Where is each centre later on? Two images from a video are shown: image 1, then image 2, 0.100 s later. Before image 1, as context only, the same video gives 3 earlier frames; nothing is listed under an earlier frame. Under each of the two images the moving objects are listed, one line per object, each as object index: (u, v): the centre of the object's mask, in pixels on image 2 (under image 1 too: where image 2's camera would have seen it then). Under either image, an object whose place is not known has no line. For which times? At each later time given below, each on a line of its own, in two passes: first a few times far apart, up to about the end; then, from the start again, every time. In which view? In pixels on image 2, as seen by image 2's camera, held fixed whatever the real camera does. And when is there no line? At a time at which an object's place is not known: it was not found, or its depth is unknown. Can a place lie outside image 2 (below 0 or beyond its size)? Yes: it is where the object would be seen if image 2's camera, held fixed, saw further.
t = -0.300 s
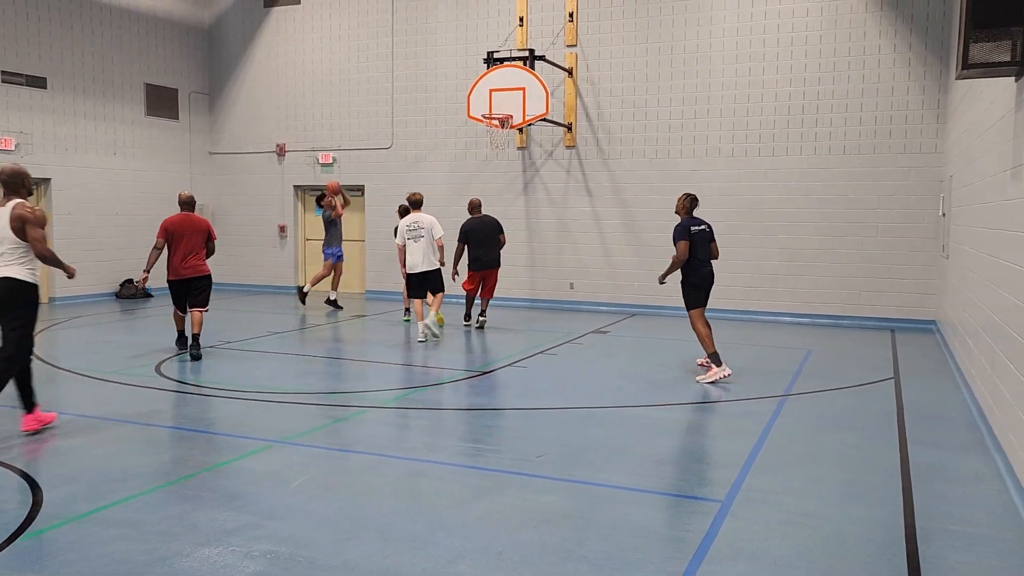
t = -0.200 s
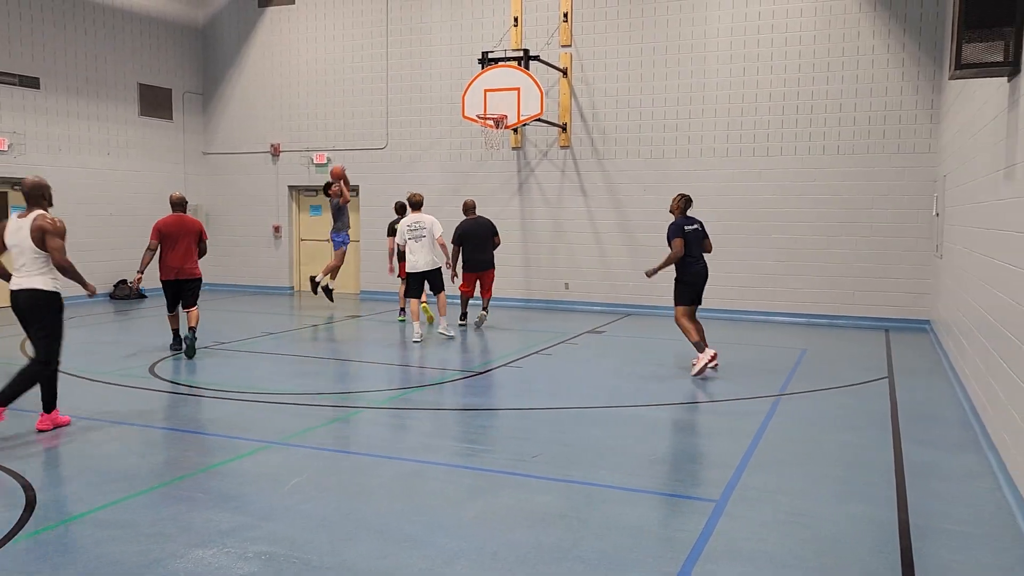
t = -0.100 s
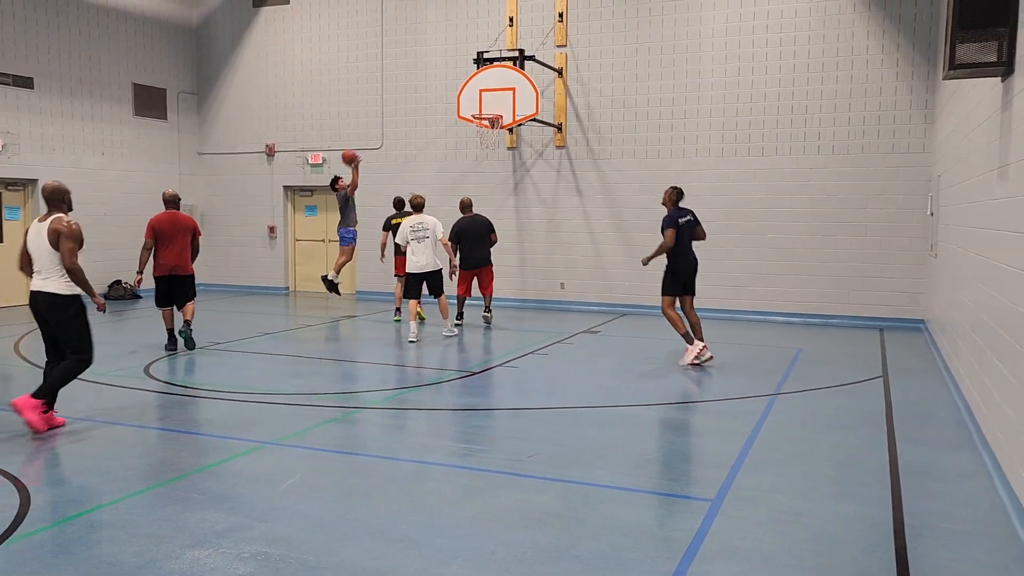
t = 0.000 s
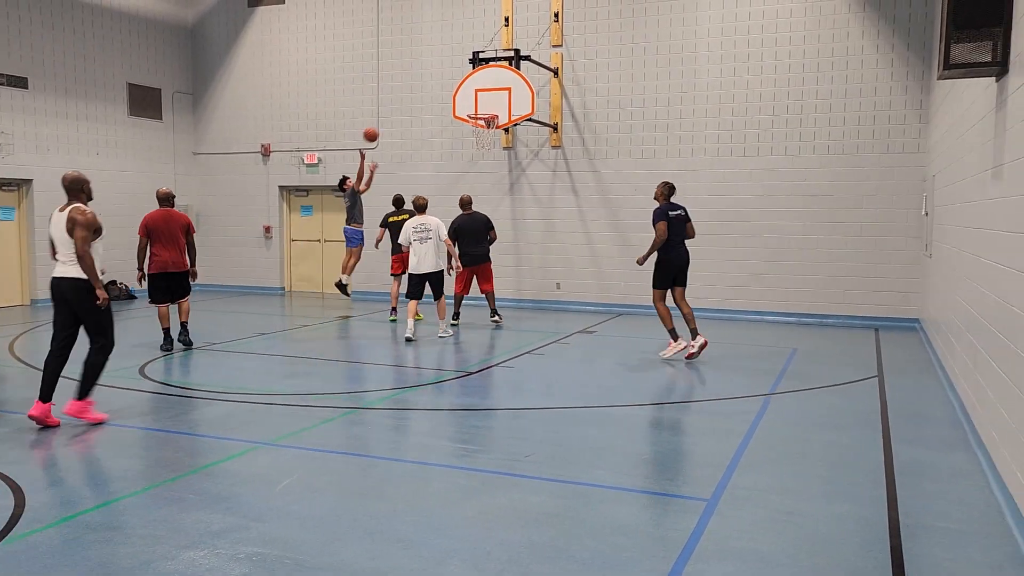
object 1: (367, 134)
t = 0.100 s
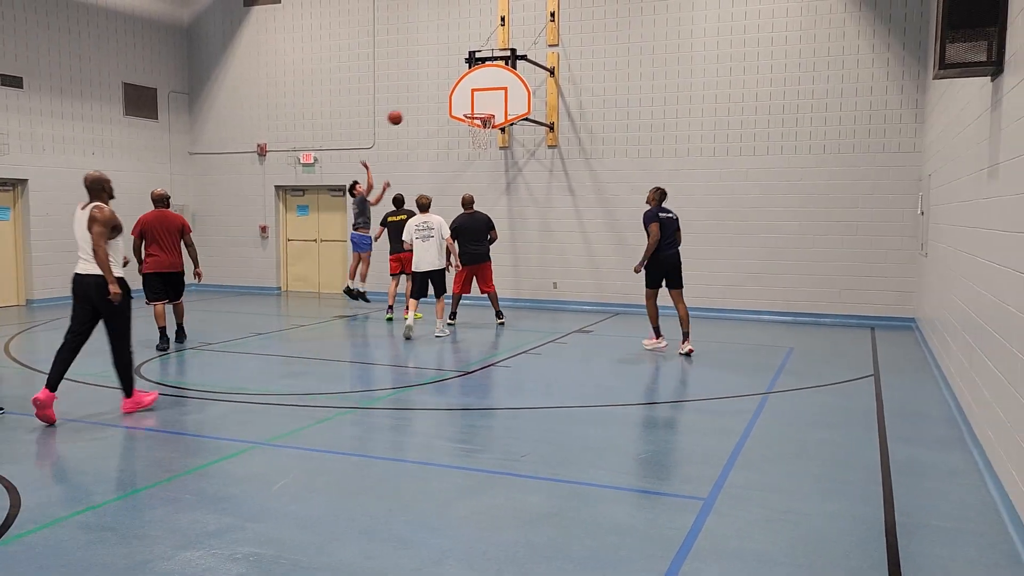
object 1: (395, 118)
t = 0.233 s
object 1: (432, 105)
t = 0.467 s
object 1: (457, 109)
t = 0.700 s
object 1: (425, 102)
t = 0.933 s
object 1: (392, 132)
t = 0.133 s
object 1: (404, 113)
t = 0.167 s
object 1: (413, 110)
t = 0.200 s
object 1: (423, 107)
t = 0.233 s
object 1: (432, 105)
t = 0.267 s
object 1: (441, 104)
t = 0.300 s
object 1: (447, 103)
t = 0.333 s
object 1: (450, 104)
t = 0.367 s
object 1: (452, 105)
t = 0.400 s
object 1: (455, 106)
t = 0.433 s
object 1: (458, 109)
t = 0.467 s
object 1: (457, 109)
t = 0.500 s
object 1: (453, 106)
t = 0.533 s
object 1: (448, 104)
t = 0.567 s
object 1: (443, 102)
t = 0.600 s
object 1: (439, 101)
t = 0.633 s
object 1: (434, 101)
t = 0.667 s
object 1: (430, 101)
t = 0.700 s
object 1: (425, 102)
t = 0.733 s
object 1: (421, 104)
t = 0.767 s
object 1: (416, 107)
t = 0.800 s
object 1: (411, 110)
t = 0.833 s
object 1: (406, 114)
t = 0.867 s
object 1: (401, 120)
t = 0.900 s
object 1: (397, 126)
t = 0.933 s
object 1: (392, 132)
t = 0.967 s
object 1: (387, 140)
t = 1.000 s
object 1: (382, 148)
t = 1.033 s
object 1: (377, 157)
